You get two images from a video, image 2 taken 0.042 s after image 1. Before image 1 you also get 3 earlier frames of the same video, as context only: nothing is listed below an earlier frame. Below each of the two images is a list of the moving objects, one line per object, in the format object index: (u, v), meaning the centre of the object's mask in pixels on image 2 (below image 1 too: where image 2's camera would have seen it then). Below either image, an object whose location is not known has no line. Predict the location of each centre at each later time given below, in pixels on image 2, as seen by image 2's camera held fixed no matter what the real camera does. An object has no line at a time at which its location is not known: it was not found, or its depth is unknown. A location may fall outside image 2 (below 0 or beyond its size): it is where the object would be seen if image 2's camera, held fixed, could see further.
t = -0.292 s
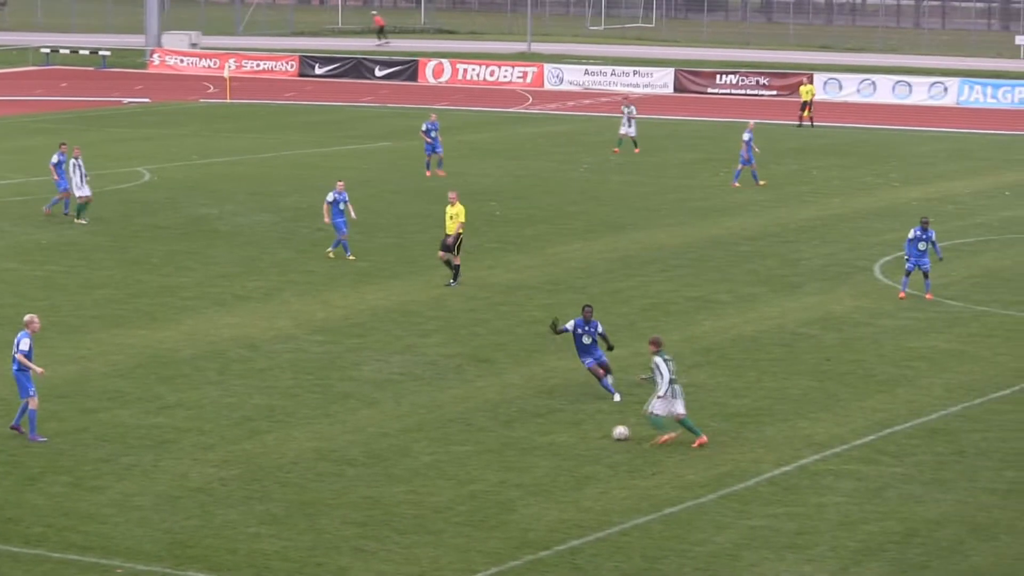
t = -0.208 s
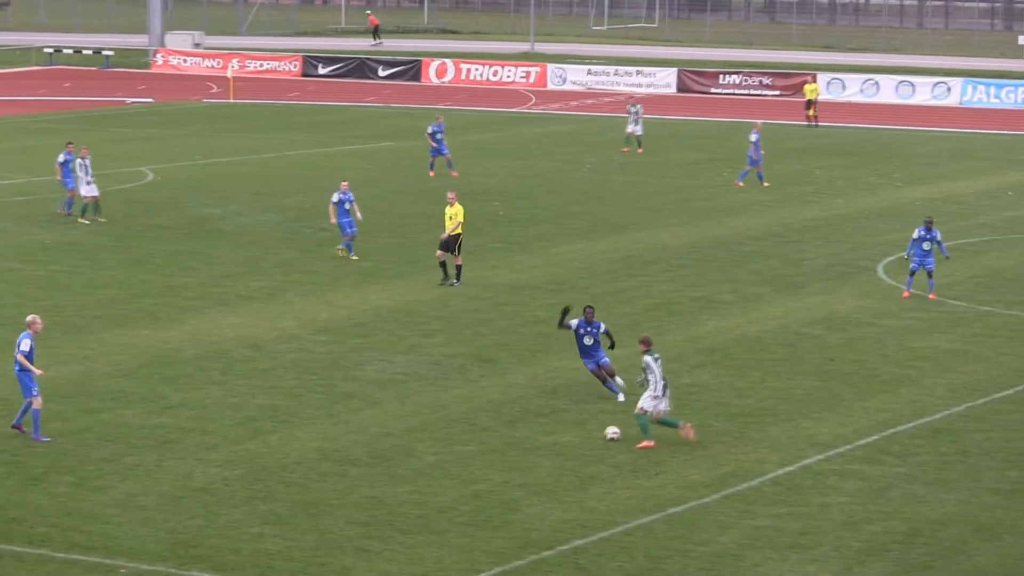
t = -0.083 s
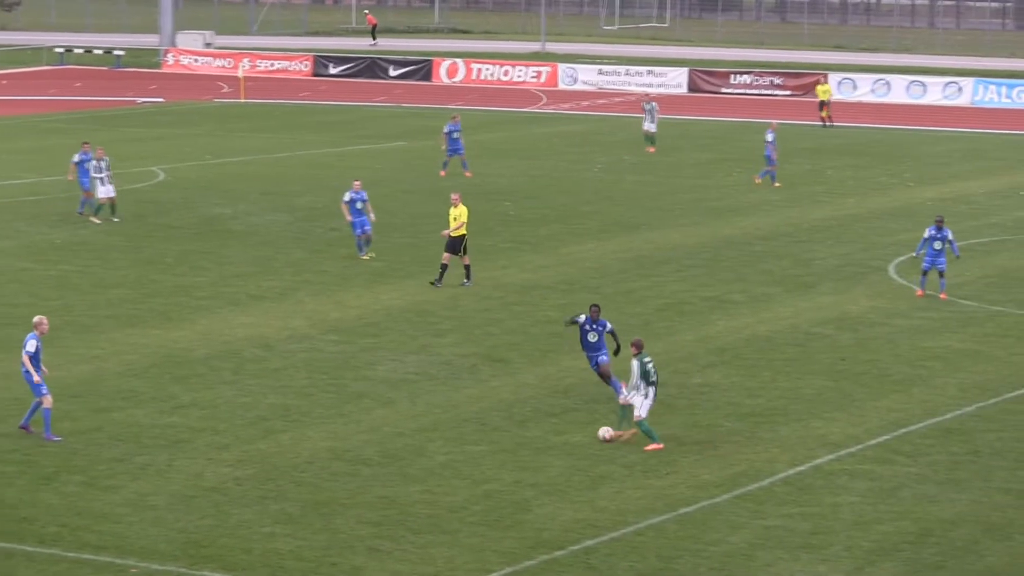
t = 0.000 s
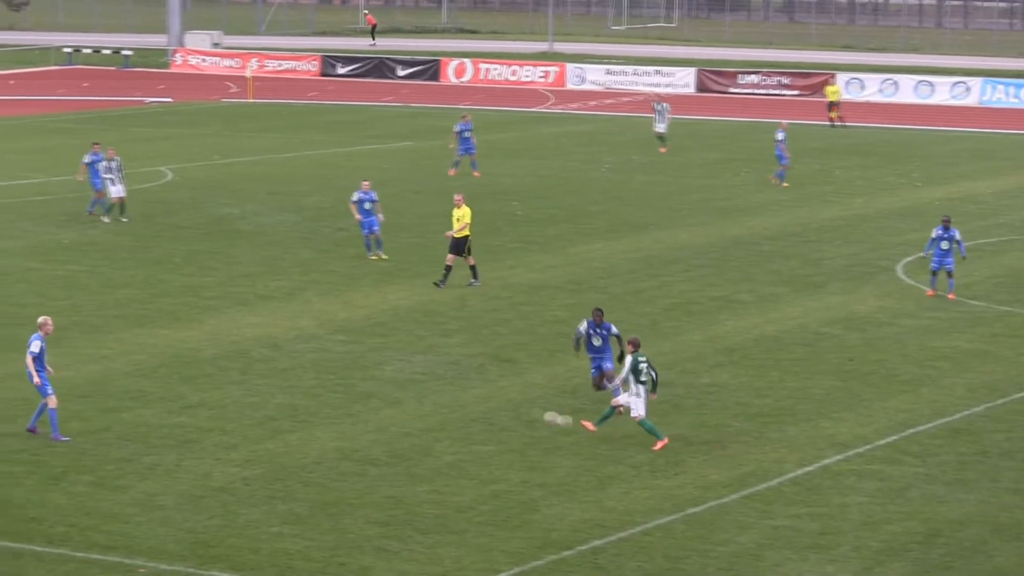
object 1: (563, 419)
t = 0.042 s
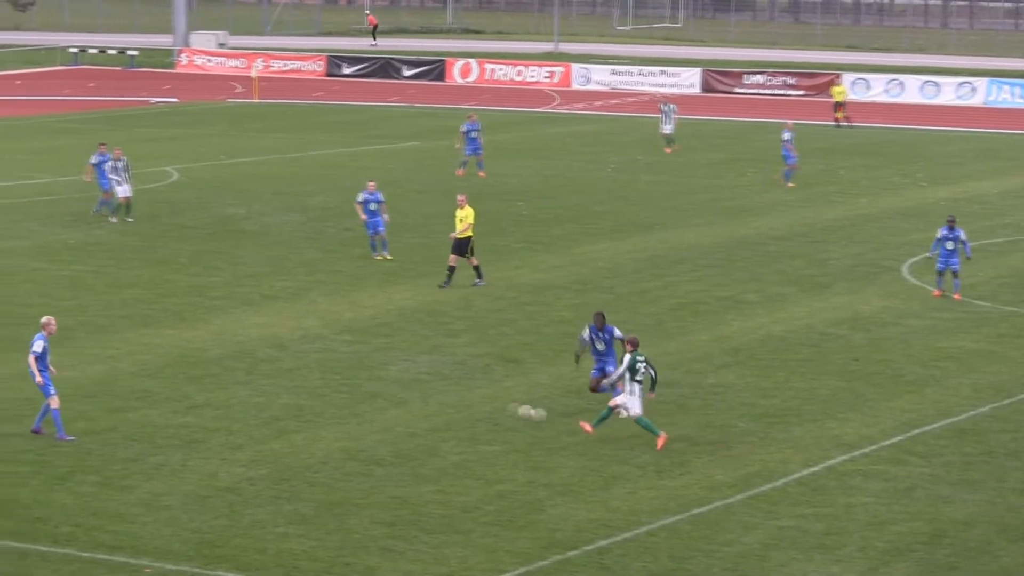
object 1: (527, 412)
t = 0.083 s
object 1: (497, 406)
